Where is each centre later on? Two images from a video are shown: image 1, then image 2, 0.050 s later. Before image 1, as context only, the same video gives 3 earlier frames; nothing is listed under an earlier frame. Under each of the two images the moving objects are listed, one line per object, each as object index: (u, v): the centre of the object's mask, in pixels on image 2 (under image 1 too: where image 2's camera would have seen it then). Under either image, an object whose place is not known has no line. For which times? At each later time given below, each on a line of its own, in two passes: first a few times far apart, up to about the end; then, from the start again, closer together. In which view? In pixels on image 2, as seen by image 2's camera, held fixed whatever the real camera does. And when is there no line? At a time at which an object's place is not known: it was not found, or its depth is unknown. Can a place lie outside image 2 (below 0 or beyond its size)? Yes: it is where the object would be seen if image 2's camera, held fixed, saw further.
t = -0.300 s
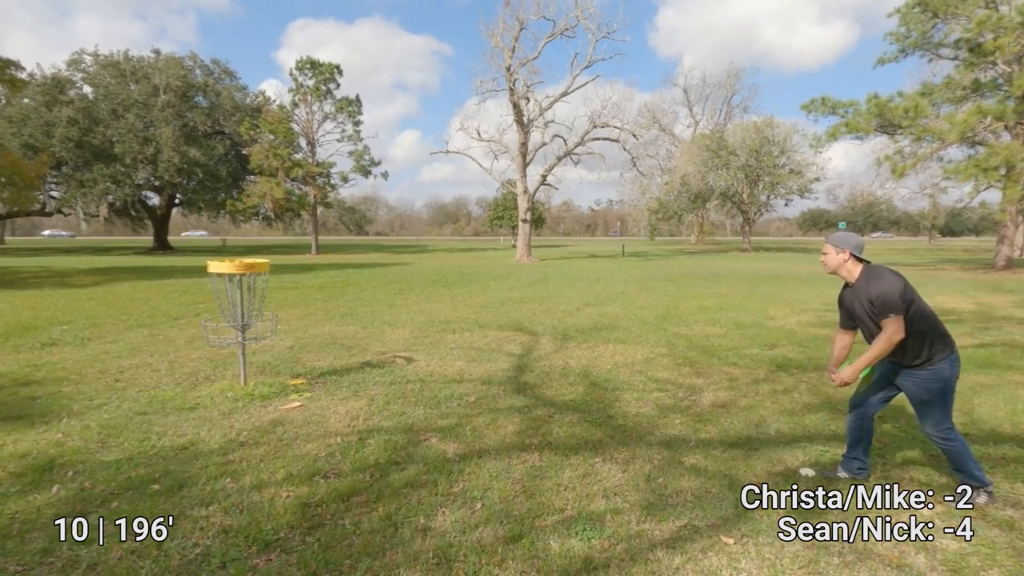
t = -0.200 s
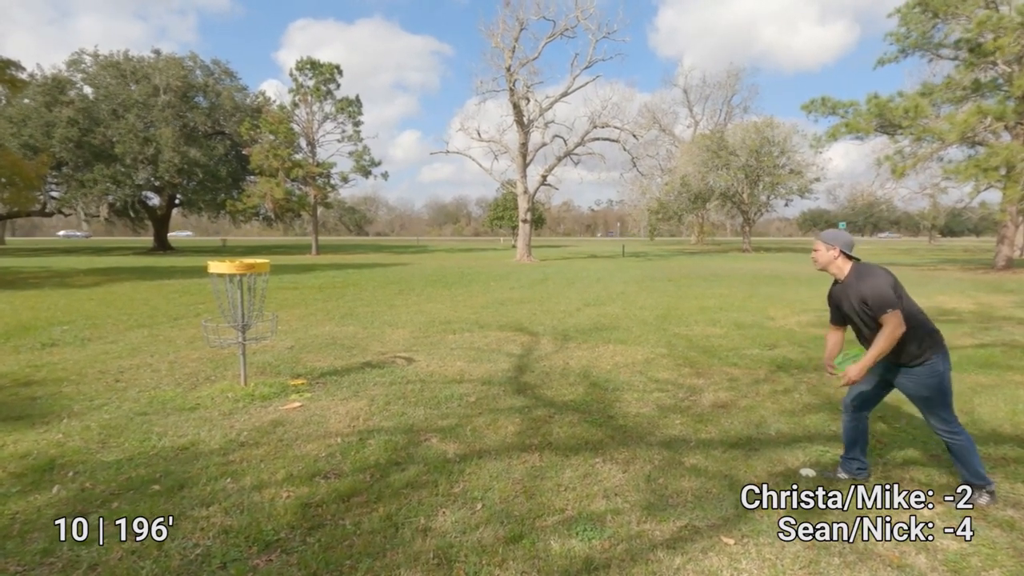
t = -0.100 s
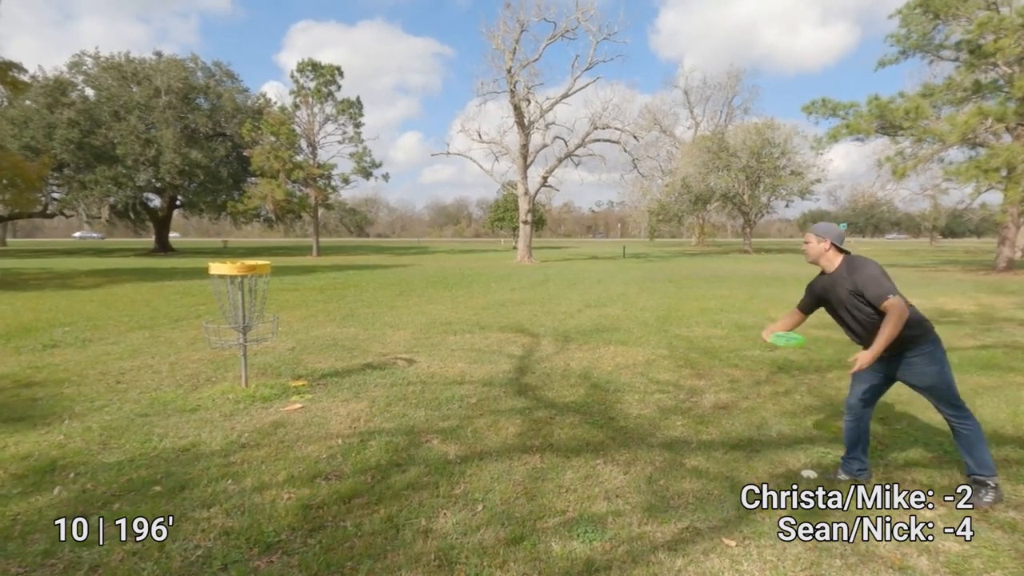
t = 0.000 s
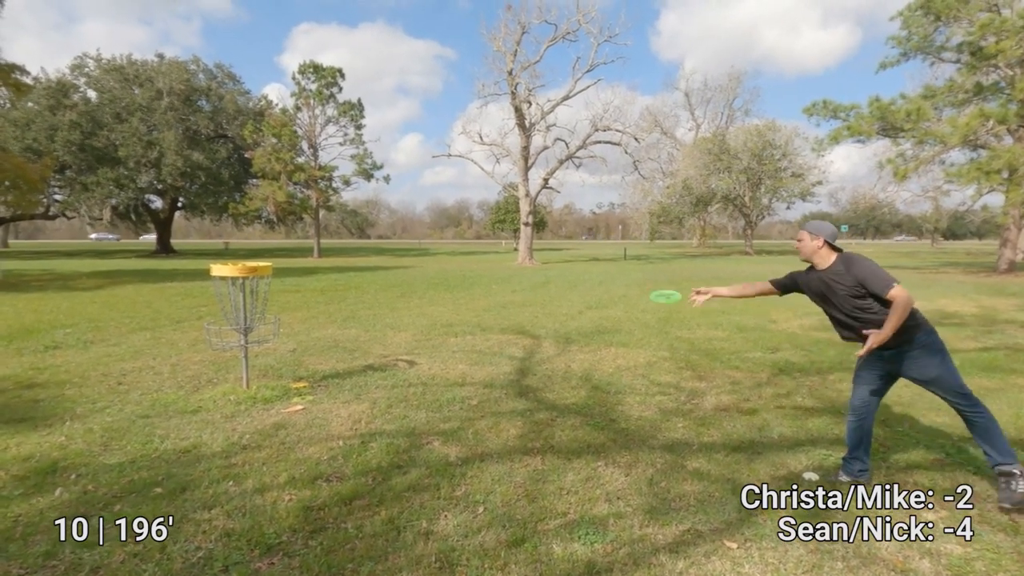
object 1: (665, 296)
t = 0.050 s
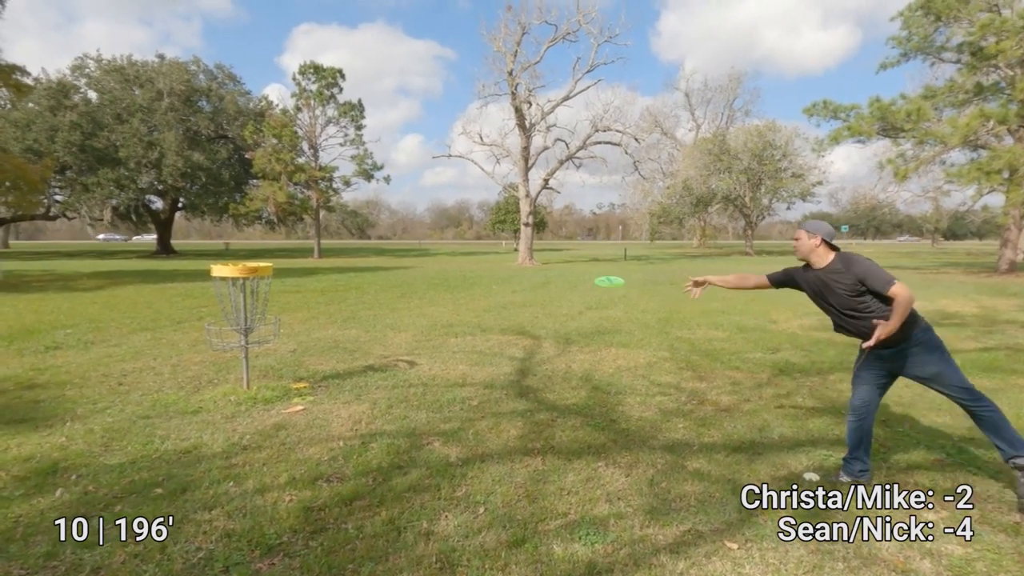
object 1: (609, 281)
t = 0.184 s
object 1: (481, 263)
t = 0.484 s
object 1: (274, 284)
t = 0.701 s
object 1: (238, 302)
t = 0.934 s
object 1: (237, 317)
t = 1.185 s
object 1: (238, 319)
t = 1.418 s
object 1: (231, 320)
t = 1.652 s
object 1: (221, 337)
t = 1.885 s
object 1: (224, 345)
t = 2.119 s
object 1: (225, 346)
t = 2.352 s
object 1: (225, 346)
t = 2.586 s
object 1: (224, 346)
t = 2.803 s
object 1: (225, 346)
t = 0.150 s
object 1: (510, 265)
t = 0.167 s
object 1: (495, 264)
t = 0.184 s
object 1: (481, 263)
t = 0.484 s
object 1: (274, 284)
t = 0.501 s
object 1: (266, 286)
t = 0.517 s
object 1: (261, 288)
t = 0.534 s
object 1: (257, 289)
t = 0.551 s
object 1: (254, 290)
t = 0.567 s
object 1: (252, 290)
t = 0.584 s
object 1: (251, 292)
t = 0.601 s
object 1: (249, 293)
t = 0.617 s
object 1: (248, 295)
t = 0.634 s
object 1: (243, 295)
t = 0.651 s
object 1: (241, 297)
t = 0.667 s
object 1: (240, 297)
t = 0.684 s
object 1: (240, 301)
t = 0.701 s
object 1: (238, 302)
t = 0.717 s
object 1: (237, 304)
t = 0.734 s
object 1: (235, 306)
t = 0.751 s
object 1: (234, 308)
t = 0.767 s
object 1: (233, 311)
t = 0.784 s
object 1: (233, 313)
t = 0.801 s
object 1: (232, 315)
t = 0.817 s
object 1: (232, 316)
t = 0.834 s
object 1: (232, 317)
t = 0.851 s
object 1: (233, 317)
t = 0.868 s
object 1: (233, 317)
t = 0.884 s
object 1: (234, 317)
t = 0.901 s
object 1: (236, 317)
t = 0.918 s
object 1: (236, 317)
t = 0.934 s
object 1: (237, 317)
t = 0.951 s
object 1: (238, 317)
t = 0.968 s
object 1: (238, 318)
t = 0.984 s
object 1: (239, 317)
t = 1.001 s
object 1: (239, 318)
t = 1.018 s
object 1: (239, 318)
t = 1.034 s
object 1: (239, 317)
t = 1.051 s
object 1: (239, 318)
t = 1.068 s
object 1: (239, 317)
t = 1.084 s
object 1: (239, 318)
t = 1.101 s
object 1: (239, 318)
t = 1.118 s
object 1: (239, 318)
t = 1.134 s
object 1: (238, 318)
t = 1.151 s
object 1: (238, 318)
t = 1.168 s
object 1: (238, 318)
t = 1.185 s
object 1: (238, 319)
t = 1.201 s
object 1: (238, 319)
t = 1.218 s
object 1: (238, 319)
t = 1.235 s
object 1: (238, 319)
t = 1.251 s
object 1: (237, 319)
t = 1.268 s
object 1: (236, 319)
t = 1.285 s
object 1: (235, 319)
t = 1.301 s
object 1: (235, 319)
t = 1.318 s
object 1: (235, 319)
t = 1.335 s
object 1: (234, 319)
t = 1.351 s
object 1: (233, 319)
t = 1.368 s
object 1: (232, 319)
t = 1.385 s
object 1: (231, 319)
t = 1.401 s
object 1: (231, 320)
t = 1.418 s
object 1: (231, 320)
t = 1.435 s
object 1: (230, 320)
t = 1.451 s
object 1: (229, 321)
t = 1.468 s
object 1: (227, 321)
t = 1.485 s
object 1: (227, 323)
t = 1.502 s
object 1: (227, 326)
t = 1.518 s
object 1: (227, 328)
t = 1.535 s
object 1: (226, 329)
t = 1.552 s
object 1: (225, 331)
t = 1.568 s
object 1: (225, 333)
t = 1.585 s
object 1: (225, 336)
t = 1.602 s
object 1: (223, 337)
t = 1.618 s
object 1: (223, 337)
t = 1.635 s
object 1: (222, 337)
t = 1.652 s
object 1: (221, 337)
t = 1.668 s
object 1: (221, 337)
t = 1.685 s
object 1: (221, 337)
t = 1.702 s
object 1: (222, 337)
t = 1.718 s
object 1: (222, 338)
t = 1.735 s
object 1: (222, 339)
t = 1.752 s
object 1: (222, 340)
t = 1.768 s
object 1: (223, 341)
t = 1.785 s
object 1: (223, 341)
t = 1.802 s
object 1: (222, 343)
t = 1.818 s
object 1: (222, 343)
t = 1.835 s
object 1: (223, 344)
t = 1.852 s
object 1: (223, 344)
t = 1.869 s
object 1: (223, 345)
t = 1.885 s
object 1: (224, 345)
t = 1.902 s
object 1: (224, 345)
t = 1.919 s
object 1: (224, 345)
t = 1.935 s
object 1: (225, 345)
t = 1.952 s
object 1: (225, 345)
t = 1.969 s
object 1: (225, 345)
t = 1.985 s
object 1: (225, 345)
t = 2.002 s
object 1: (225, 345)
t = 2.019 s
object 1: (225, 345)
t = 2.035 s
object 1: (224, 346)
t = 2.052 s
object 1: (224, 346)
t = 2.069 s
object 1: (225, 346)
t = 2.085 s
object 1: (224, 346)
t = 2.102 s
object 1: (225, 346)
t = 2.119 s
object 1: (225, 346)
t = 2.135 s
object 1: (225, 346)
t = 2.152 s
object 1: (225, 346)
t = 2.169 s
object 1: (224, 346)
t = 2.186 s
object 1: (224, 346)
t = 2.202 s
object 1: (224, 346)
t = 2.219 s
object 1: (224, 346)
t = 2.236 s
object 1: (224, 346)
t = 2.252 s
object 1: (225, 346)
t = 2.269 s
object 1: (224, 346)
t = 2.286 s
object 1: (224, 346)
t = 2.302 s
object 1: (224, 346)
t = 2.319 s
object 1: (224, 346)
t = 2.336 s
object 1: (224, 346)
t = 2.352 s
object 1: (225, 346)
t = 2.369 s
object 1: (224, 346)
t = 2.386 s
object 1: (224, 346)
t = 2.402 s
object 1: (224, 346)
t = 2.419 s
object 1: (224, 346)
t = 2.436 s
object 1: (224, 346)
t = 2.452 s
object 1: (225, 346)
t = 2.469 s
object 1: (224, 346)
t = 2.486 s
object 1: (224, 346)
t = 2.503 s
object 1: (224, 346)
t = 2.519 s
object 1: (224, 346)
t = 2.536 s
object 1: (225, 346)
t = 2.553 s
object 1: (225, 346)
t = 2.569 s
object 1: (224, 346)
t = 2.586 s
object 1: (224, 346)
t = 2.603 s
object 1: (224, 346)
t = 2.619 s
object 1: (224, 346)
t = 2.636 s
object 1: (224, 346)
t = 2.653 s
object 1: (224, 346)
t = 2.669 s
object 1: (224, 346)
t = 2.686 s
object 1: (224, 346)
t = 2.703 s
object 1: (224, 346)
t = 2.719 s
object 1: (224, 346)
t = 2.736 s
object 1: (224, 346)
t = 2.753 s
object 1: (224, 346)
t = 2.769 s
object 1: (224, 346)
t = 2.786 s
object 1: (225, 346)
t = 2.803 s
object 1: (225, 346)
